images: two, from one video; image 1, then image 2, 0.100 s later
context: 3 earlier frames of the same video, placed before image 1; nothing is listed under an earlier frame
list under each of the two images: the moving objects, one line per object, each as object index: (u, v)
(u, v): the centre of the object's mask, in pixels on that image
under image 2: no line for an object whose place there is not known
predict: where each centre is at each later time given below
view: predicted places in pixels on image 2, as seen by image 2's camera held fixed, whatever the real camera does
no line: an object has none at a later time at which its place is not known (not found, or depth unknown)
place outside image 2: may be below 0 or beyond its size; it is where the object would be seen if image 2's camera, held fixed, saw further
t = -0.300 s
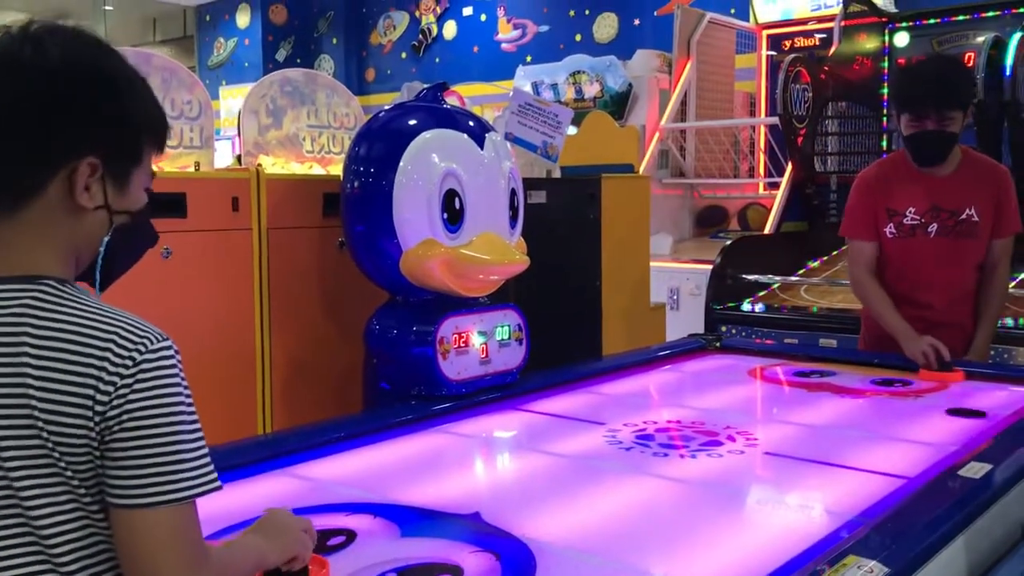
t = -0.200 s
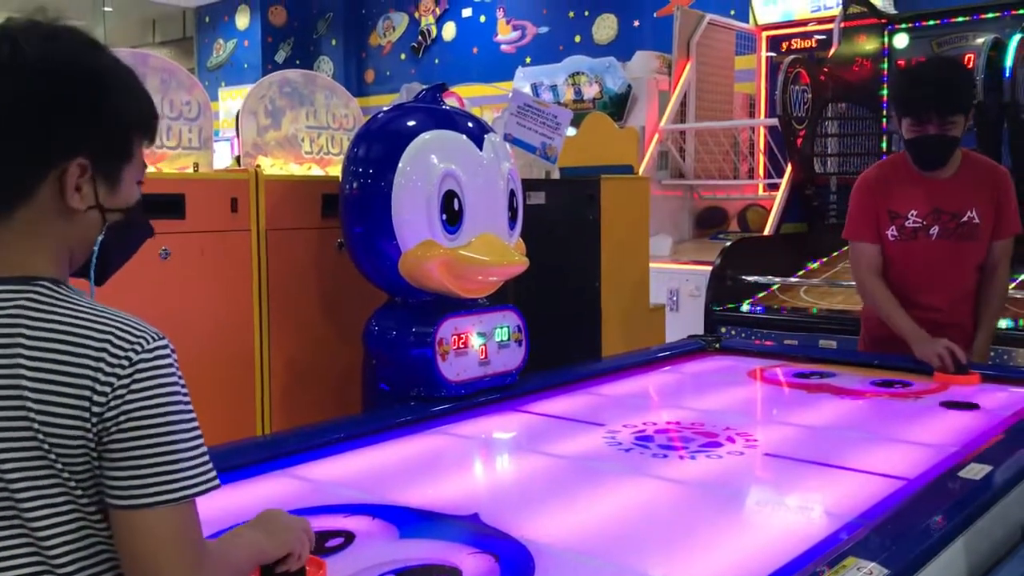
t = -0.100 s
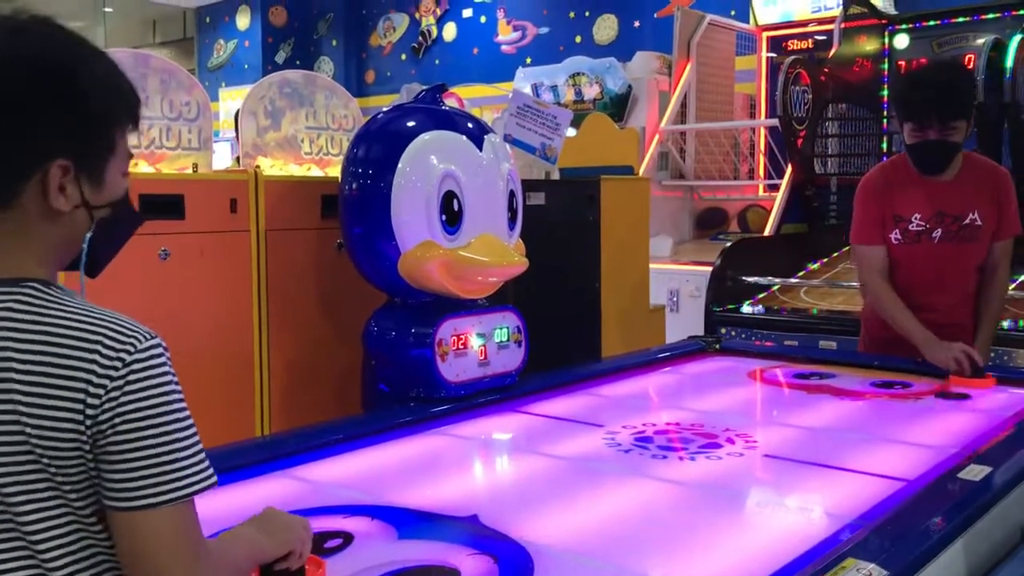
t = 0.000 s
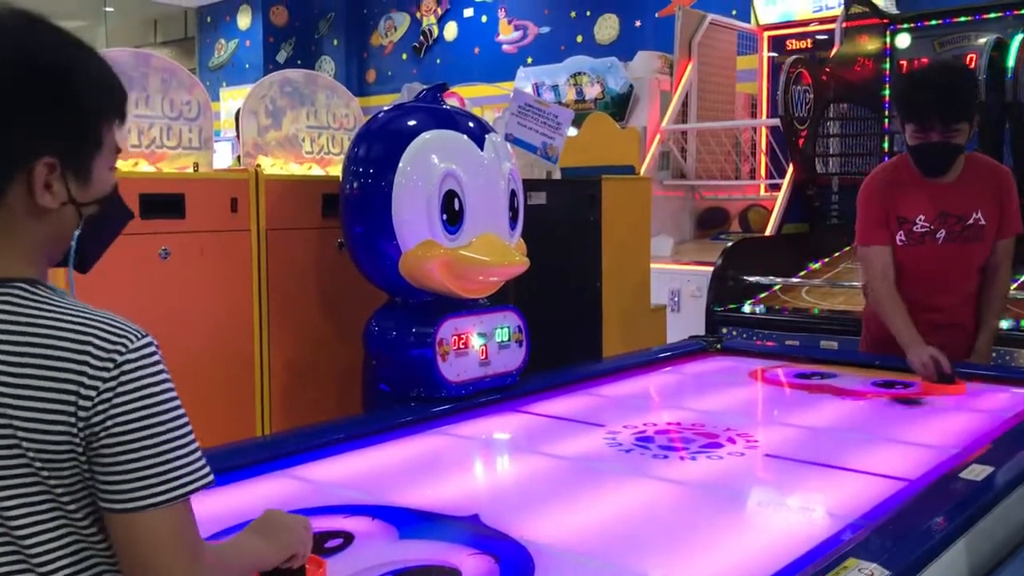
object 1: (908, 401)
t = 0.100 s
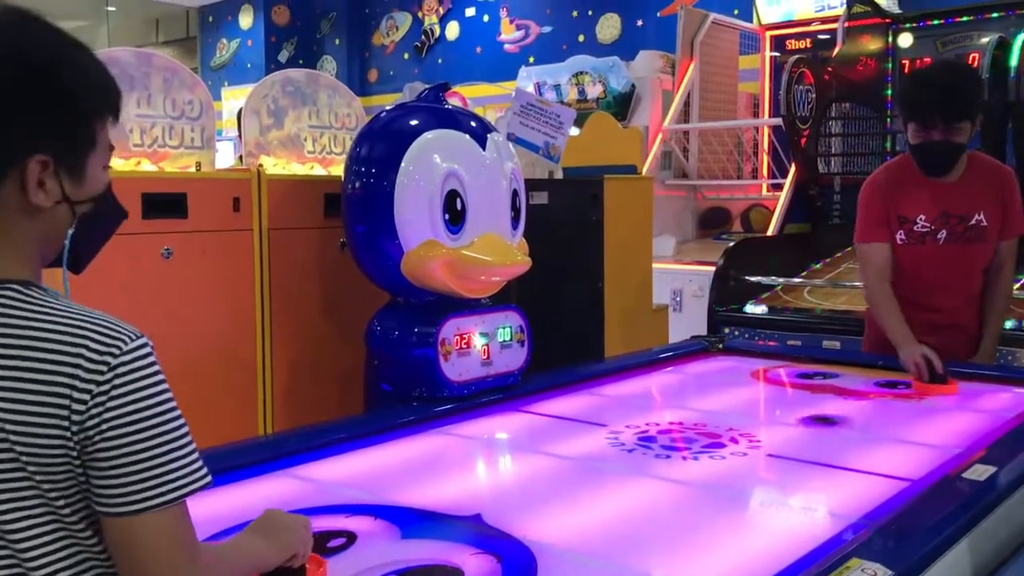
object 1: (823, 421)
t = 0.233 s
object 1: (678, 452)
